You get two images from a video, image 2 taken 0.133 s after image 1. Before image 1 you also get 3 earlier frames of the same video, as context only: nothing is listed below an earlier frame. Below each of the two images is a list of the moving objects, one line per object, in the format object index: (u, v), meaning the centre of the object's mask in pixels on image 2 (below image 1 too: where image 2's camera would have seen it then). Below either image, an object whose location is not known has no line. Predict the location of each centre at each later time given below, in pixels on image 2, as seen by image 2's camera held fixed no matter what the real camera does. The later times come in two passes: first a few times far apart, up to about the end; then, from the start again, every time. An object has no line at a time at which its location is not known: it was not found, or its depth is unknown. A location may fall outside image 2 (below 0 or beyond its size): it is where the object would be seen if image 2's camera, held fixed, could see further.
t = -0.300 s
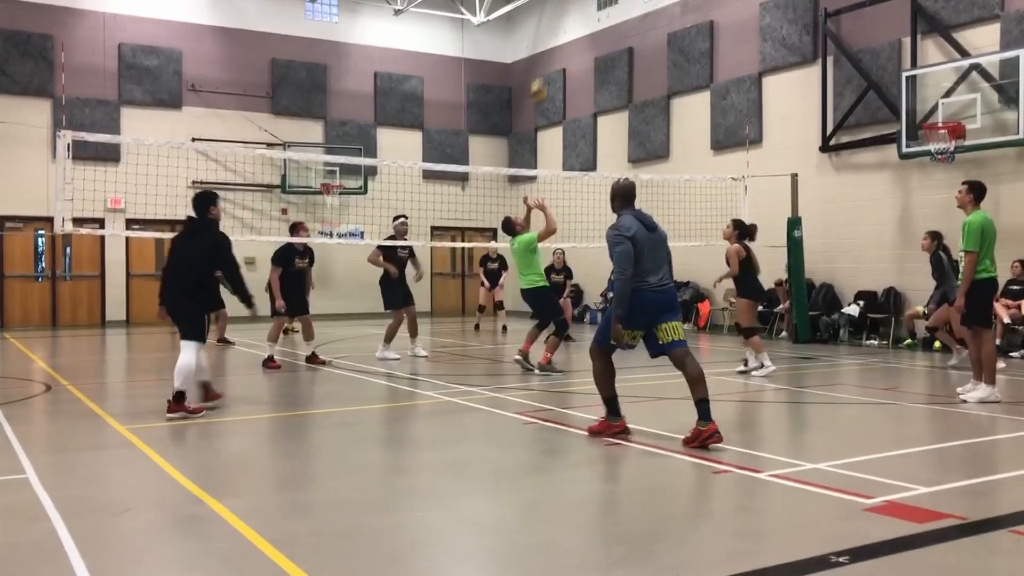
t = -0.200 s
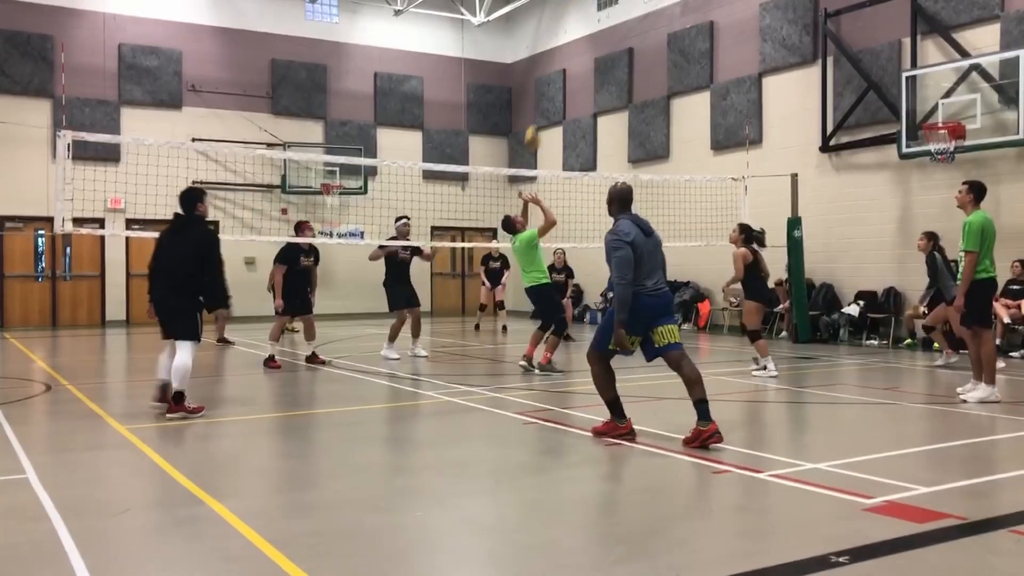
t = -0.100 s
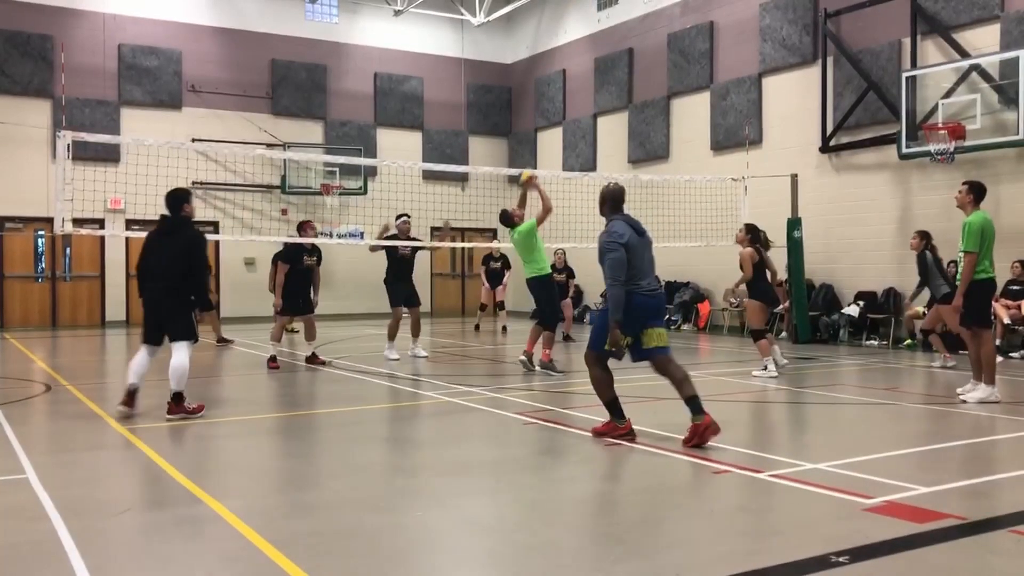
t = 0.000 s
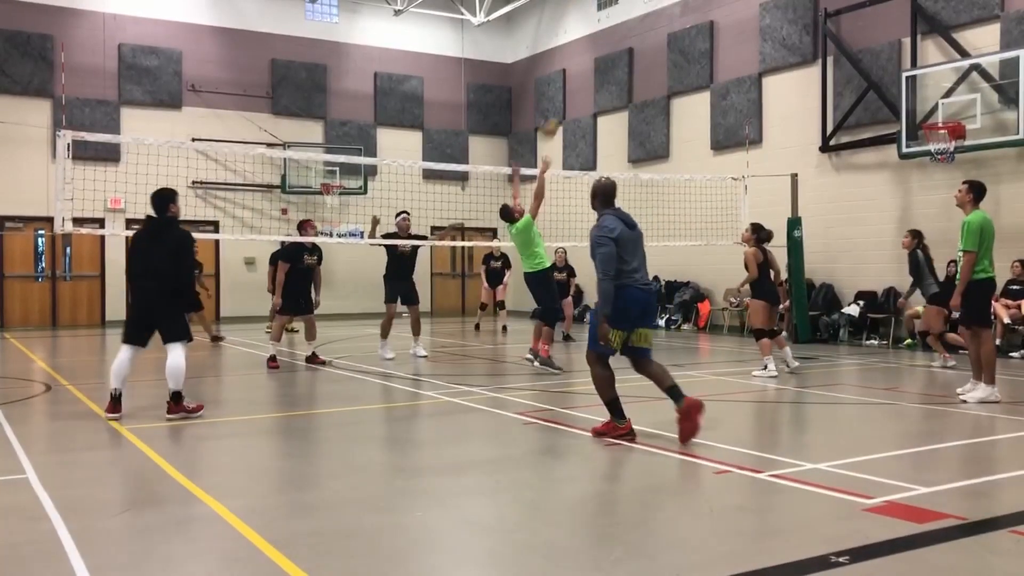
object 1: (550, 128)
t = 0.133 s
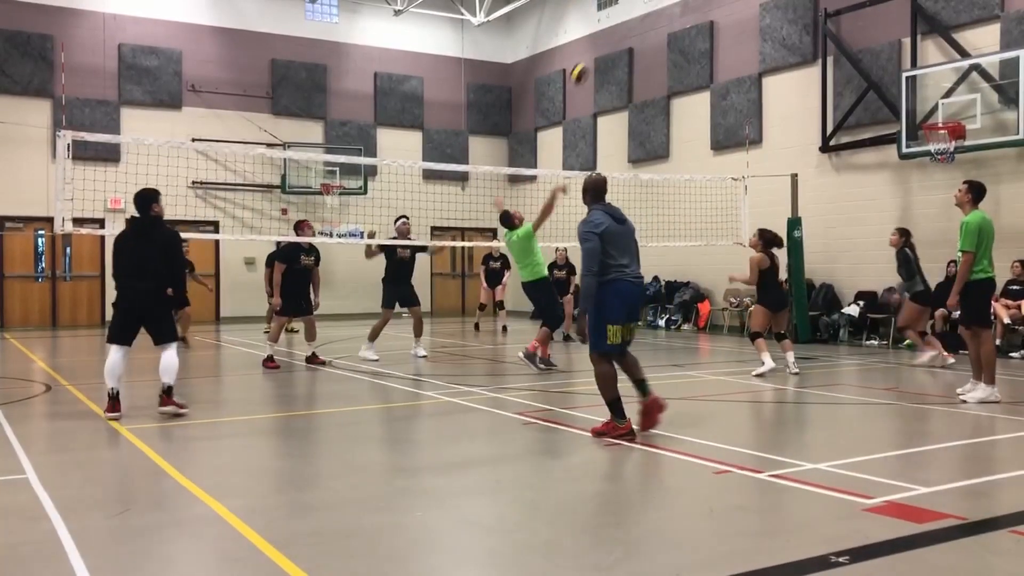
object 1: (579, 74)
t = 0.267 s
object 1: (608, 38)
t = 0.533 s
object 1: (663, 18)
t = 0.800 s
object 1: (711, 58)
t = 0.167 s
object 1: (586, 63)
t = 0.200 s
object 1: (594, 53)
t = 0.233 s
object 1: (601, 46)
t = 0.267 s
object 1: (608, 38)
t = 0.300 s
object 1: (615, 33)
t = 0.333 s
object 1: (622, 27)
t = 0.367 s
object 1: (629, 23)
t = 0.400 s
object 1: (637, 20)
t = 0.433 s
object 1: (643, 18)
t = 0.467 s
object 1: (649, 17)
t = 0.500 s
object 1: (657, 17)
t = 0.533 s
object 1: (663, 18)
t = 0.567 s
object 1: (669, 20)
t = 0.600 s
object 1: (675, 23)
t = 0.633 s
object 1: (682, 26)
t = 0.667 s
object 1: (688, 31)
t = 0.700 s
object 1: (692, 35)
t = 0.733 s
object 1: (699, 42)
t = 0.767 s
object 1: (705, 48)
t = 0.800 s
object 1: (711, 58)
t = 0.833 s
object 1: (717, 67)
